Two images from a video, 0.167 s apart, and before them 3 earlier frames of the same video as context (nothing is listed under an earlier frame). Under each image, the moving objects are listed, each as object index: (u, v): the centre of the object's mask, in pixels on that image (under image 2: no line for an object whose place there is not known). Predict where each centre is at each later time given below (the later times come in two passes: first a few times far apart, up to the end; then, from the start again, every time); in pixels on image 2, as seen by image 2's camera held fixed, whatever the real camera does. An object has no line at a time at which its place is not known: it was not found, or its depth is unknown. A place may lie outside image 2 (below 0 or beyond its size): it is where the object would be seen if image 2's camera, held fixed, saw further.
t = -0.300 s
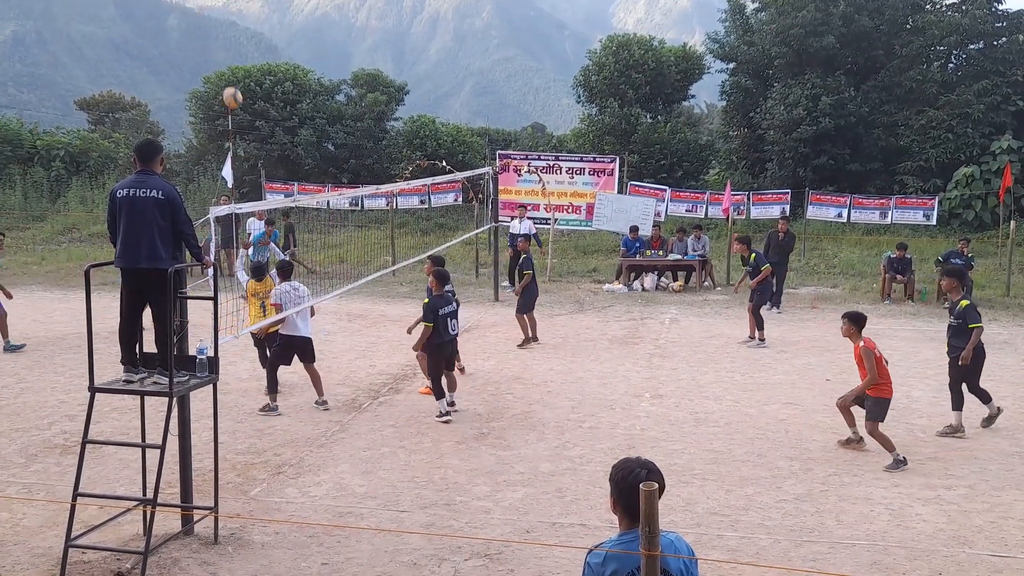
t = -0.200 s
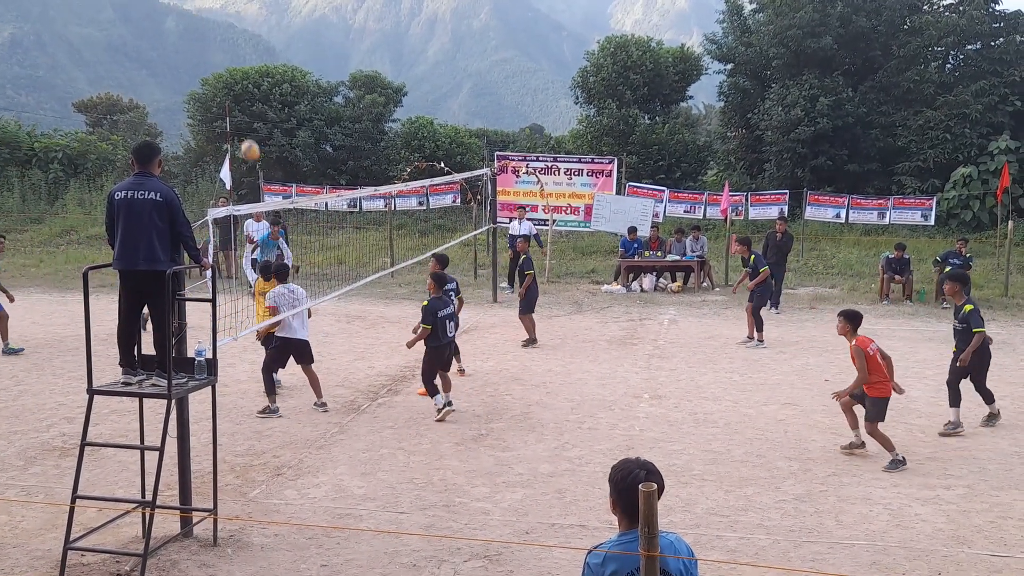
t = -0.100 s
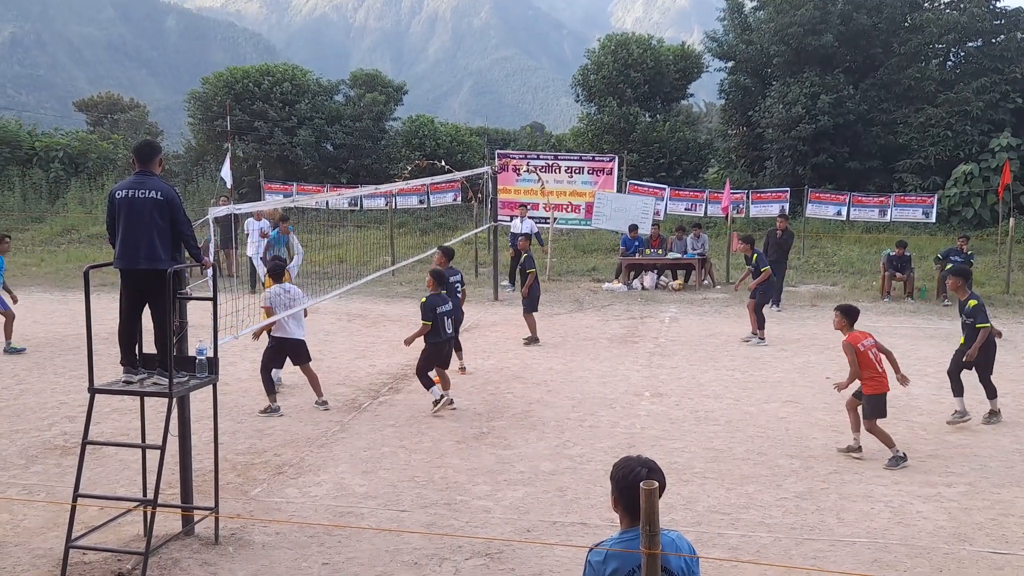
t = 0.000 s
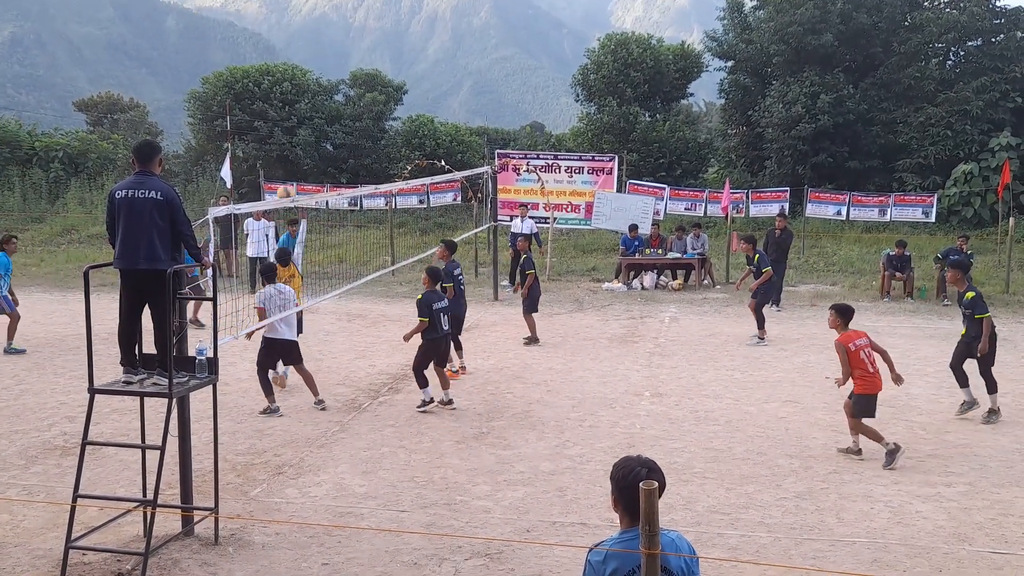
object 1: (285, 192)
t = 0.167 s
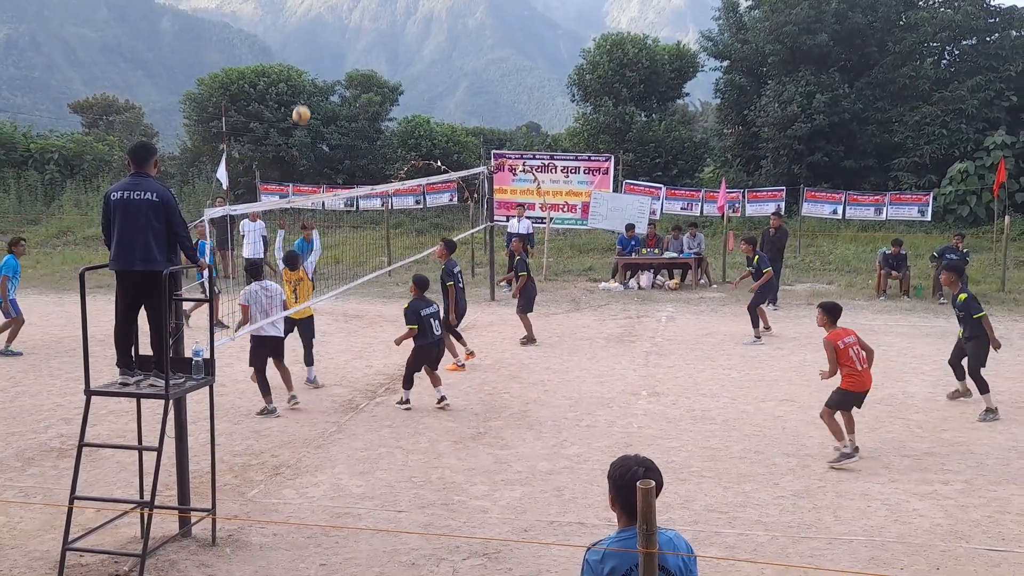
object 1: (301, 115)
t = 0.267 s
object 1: (312, 81)
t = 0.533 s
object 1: (342, 36)
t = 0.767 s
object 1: (365, 43)
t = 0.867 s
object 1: (374, 57)
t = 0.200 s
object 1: (305, 103)
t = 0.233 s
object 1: (309, 92)
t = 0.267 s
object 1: (312, 81)
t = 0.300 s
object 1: (317, 71)
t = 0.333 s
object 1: (320, 63)
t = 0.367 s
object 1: (324, 57)
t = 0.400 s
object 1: (327, 51)
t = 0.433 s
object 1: (331, 46)
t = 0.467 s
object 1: (335, 41)
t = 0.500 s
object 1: (339, 38)
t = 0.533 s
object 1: (342, 36)
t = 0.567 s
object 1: (345, 34)
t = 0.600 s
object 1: (349, 33)
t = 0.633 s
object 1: (352, 34)
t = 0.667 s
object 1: (355, 34)
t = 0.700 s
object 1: (358, 36)
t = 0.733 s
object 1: (362, 39)
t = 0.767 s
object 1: (365, 43)
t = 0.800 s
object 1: (368, 47)
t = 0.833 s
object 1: (371, 52)
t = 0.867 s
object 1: (374, 57)
